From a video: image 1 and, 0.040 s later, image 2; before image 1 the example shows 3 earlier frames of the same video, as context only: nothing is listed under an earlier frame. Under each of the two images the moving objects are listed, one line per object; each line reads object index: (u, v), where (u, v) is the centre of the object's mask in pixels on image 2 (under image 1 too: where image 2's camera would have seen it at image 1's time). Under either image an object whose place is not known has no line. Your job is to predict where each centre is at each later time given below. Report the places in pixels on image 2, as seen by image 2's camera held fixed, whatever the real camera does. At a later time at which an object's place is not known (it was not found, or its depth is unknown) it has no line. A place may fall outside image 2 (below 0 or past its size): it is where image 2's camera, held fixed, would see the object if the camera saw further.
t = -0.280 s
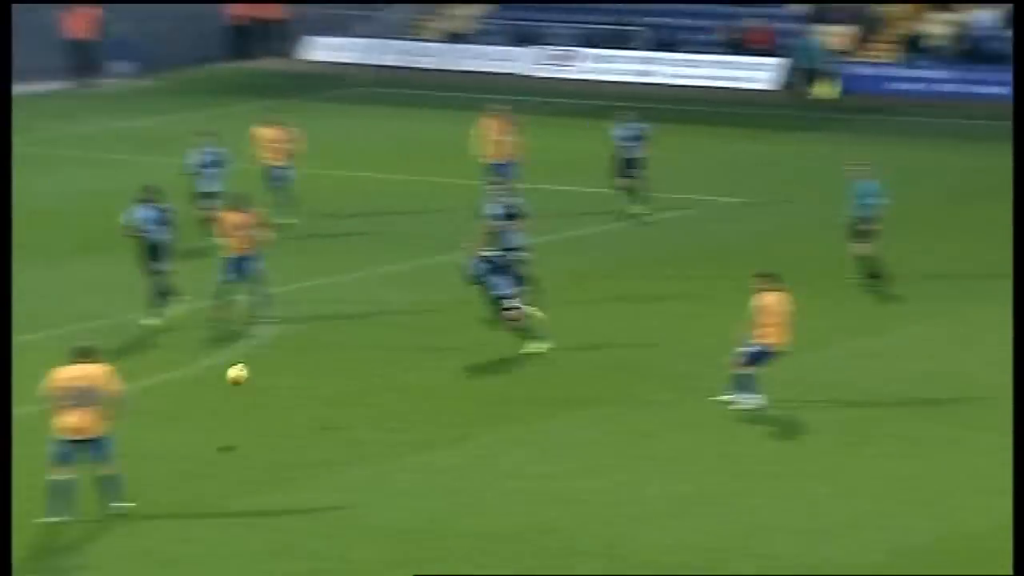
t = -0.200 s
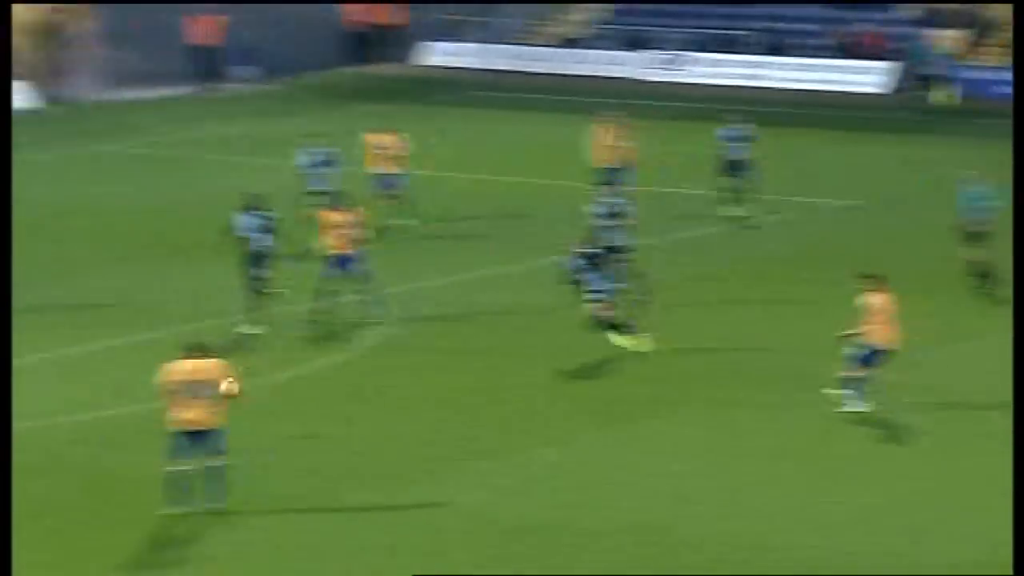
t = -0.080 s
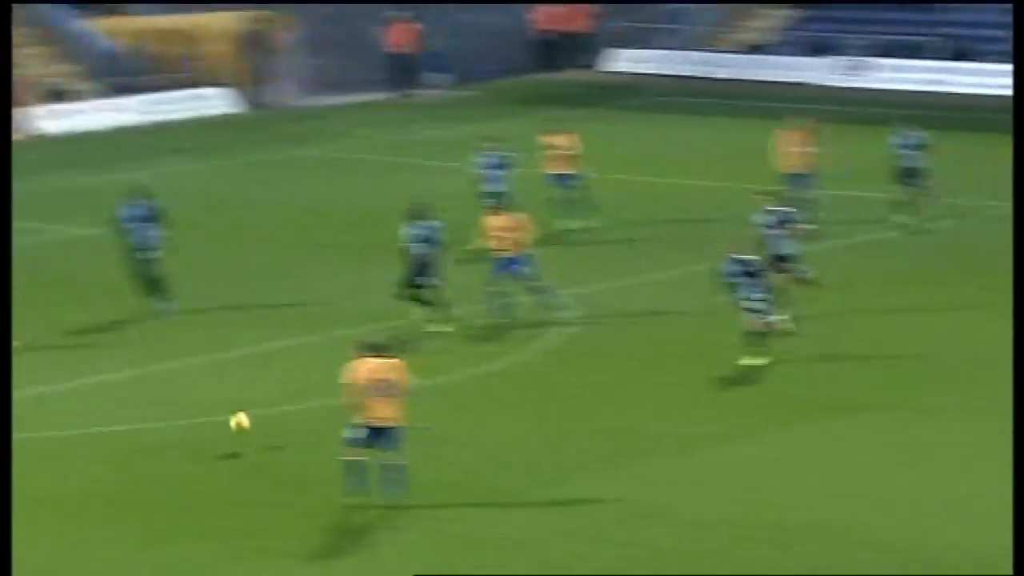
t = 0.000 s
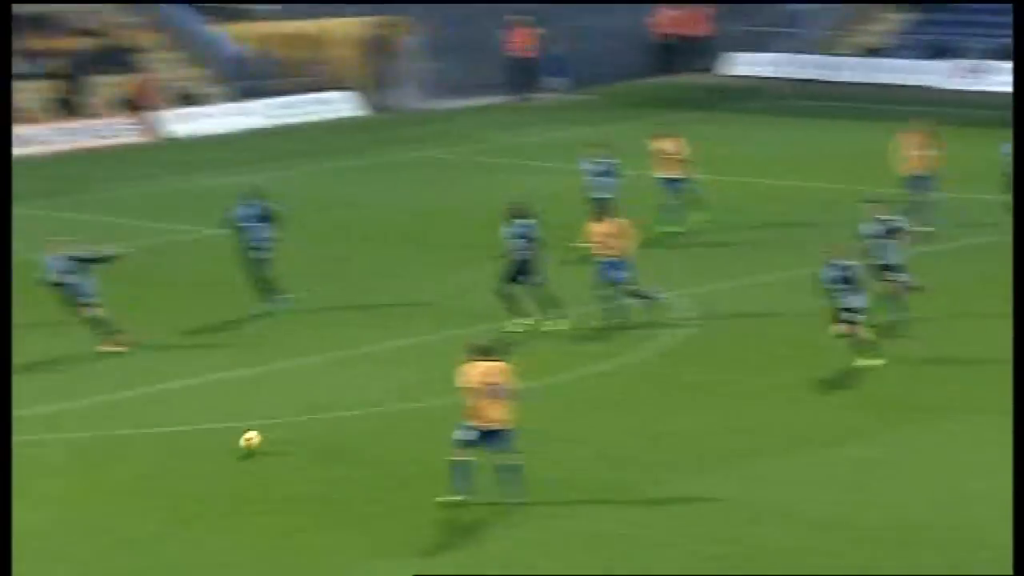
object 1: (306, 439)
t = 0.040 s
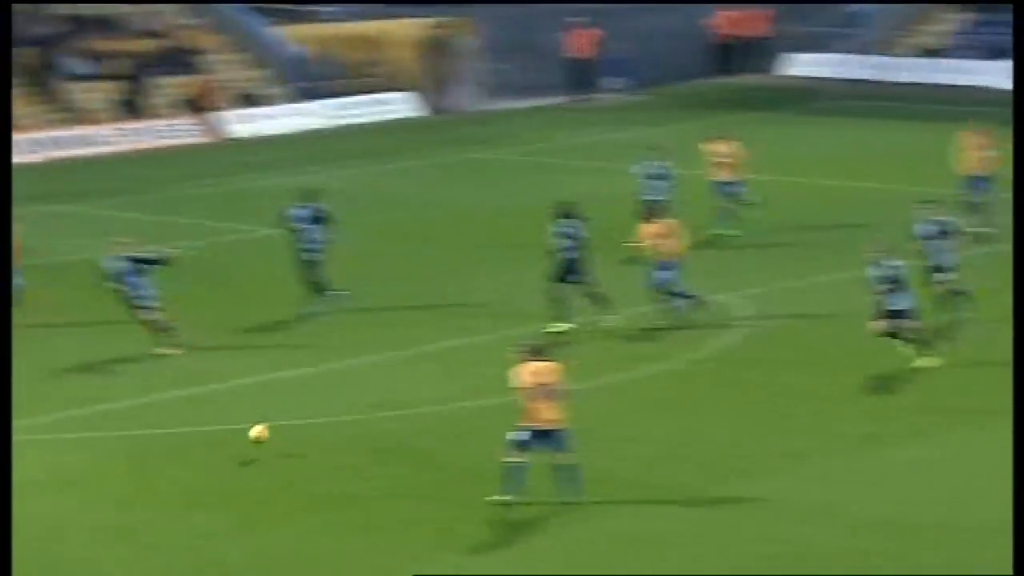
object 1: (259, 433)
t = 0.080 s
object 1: (212, 430)
